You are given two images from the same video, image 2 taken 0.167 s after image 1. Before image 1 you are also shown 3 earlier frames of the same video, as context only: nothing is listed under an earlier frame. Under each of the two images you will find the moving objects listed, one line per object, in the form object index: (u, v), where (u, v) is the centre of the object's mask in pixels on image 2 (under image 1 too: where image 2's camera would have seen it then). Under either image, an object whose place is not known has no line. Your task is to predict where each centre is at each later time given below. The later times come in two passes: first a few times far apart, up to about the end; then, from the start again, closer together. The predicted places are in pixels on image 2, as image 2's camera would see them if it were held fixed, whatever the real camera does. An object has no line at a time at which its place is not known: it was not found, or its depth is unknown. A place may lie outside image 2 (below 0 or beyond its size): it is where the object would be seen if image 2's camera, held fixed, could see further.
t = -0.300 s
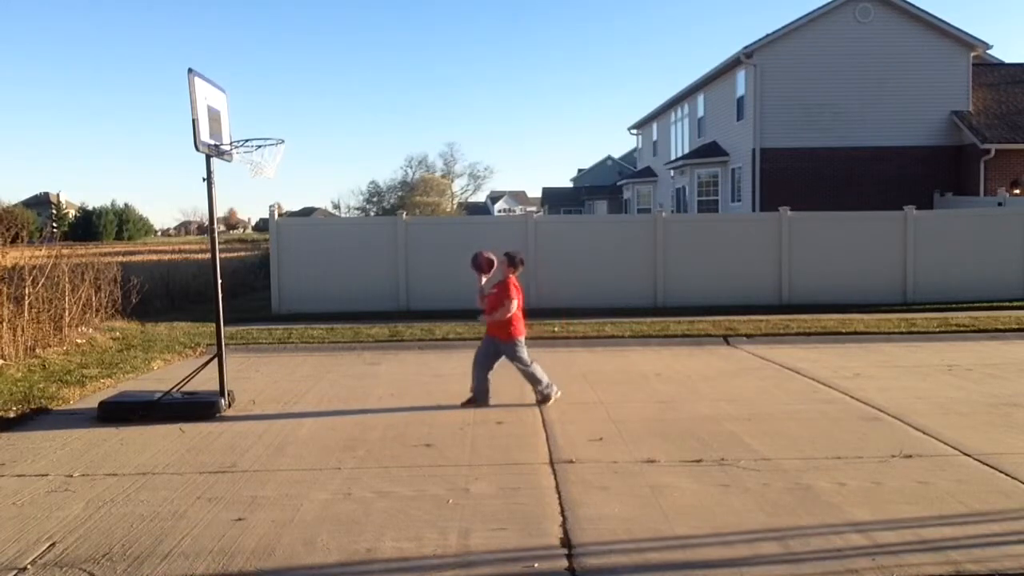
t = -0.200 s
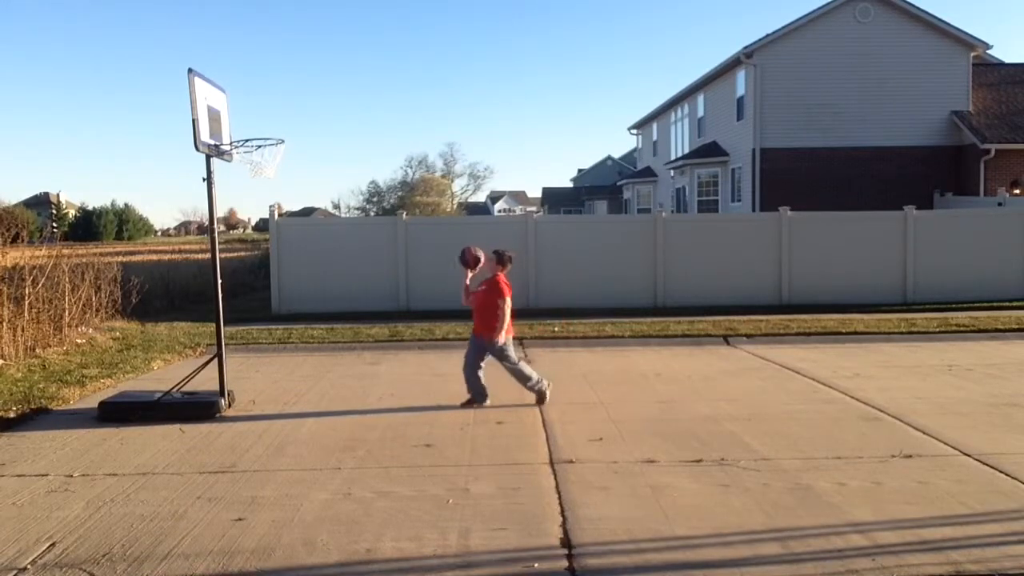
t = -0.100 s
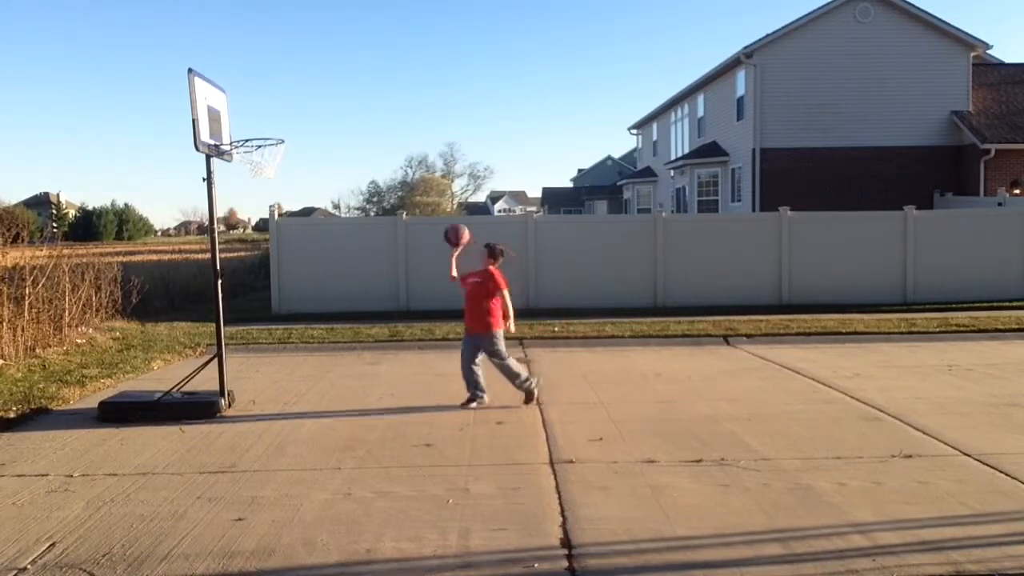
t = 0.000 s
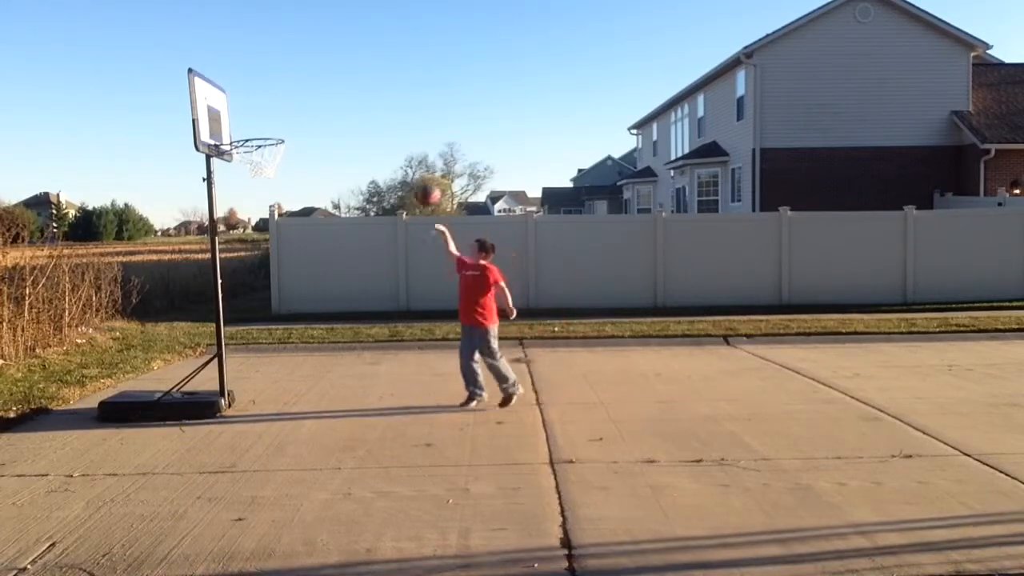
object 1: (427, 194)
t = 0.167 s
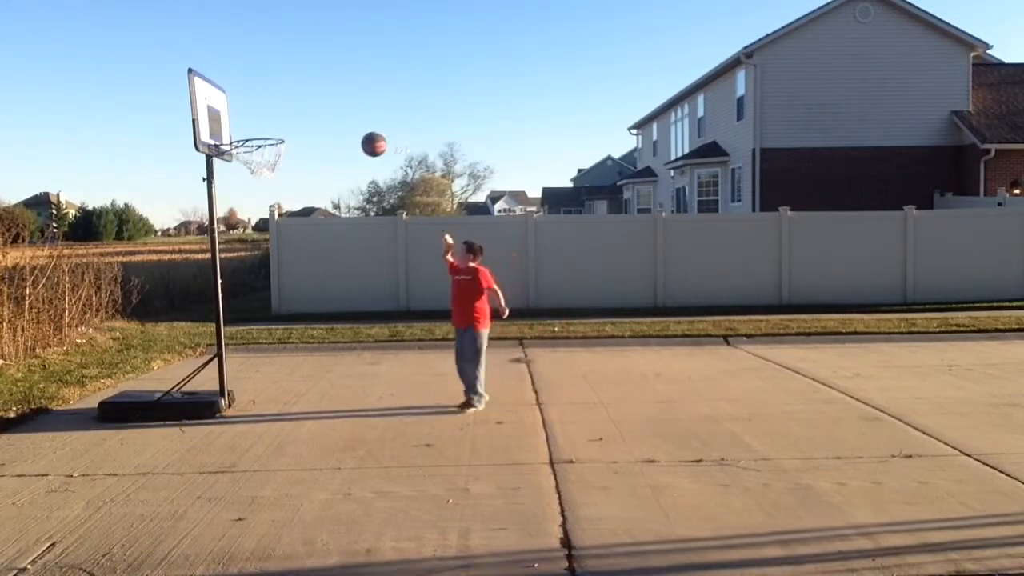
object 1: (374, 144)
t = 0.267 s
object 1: (341, 128)
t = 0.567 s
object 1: (246, 139)
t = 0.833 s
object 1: (269, 178)
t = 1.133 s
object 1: (272, 296)
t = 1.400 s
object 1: (268, 349)
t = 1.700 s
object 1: (253, 272)
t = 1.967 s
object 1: (241, 278)
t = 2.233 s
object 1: (233, 354)
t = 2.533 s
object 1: (216, 333)
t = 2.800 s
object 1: (203, 324)
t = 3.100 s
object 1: (195, 382)
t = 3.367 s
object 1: (183, 344)
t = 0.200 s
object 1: (363, 137)
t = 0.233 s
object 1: (352, 132)
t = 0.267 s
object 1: (341, 128)
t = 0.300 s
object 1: (331, 124)
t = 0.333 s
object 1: (320, 122)
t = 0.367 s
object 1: (309, 121)
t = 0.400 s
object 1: (299, 121)
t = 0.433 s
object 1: (288, 122)
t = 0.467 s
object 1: (278, 125)
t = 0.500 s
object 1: (267, 128)
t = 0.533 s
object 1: (257, 133)
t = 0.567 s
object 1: (246, 139)
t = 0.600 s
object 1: (249, 142)
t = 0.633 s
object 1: (256, 144)
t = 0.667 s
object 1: (264, 147)
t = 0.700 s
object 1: (267, 152)
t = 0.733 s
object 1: (268, 157)
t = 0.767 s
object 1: (267, 163)
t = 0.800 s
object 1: (268, 171)
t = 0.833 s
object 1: (269, 178)
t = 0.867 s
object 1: (269, 187)
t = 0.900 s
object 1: (269, 197)
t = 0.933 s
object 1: (269, 208)
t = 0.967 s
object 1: (270, 218)
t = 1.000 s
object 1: (270, 233)
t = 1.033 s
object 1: (270, 248)
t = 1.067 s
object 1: (273, 263)
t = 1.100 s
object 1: (272, 280)
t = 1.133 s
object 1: (272, 296)
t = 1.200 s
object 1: (273, 335)
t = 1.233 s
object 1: (273, 356)
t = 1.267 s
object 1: (273, 377)
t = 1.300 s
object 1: (274, 395)
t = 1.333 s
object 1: (272, 378)
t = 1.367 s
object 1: (270, 363)
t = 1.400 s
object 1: (268, 349)
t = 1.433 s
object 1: (267, 336)
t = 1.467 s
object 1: (264, 324)
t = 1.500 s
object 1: (266, 313)
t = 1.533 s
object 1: (264, 303)
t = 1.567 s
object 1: (262, 295)
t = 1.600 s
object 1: (261, 287)
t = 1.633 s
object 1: (257, 281)
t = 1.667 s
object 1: (255, 276)
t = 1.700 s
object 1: (253, 272)
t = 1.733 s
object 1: (251, 269)
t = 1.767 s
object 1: (249, 267)
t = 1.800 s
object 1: (248, 266)
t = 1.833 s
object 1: (247, 267)
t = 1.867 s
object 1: (245, 268)
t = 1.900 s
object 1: (244, 270)
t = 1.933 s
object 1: (242, 273)
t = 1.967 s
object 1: (241, 278)
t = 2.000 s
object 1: (241, 283)
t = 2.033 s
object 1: (238, 290)
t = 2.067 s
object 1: (236, 298)
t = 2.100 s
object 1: (236, 307)
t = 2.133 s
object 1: (234, 316)
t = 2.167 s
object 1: (234, 328)
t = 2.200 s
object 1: (233, 340)
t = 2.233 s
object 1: (233, 354)
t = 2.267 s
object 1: (233, 368)
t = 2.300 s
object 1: (234, 381)
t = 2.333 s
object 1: (234, 381)
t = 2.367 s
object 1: (228, 372)
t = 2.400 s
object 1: (225, 362)
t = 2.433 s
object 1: (222, 354)
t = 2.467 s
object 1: (220, 346)
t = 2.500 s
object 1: (218, 338)
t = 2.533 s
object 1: (216, 333)
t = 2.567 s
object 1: (215, 328)
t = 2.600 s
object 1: (213, 324)
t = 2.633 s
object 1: (210, 322)
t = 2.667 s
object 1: (209, 320)
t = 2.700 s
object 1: (208, 318)
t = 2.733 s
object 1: (206, 318)
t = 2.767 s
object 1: (205, 322)
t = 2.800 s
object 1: (203, 324)
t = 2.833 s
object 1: (203, 327)
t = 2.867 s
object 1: (203, 331)
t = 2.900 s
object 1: (202, 336)
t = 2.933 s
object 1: (200, 343)
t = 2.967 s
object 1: (199, 351)
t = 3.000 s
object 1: (197, 360)
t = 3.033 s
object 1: (197, 370)
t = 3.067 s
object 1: (196, 380)
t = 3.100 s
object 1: (195, 382)
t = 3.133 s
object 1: (193, 375)
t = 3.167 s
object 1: (192, 367)
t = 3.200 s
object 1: (190, 360)
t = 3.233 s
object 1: (189, 355)
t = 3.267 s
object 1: (187, 351)
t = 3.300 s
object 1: (186, 347)
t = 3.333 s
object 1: (184, 345)
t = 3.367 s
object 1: (183, 344)
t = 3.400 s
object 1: (182, 344)
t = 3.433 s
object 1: (180, 344)
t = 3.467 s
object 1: (179, 346)
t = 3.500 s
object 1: (178, 349)
